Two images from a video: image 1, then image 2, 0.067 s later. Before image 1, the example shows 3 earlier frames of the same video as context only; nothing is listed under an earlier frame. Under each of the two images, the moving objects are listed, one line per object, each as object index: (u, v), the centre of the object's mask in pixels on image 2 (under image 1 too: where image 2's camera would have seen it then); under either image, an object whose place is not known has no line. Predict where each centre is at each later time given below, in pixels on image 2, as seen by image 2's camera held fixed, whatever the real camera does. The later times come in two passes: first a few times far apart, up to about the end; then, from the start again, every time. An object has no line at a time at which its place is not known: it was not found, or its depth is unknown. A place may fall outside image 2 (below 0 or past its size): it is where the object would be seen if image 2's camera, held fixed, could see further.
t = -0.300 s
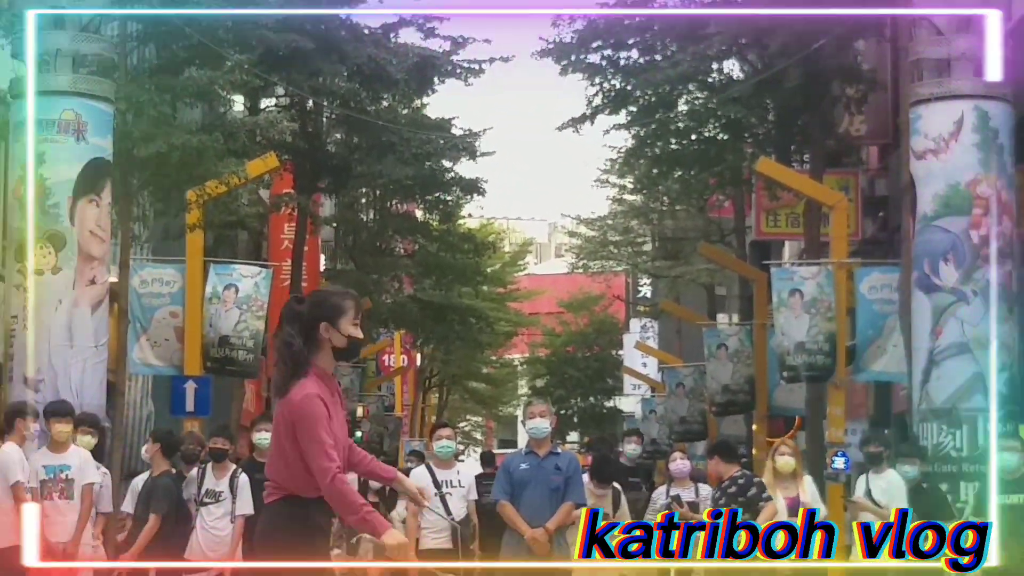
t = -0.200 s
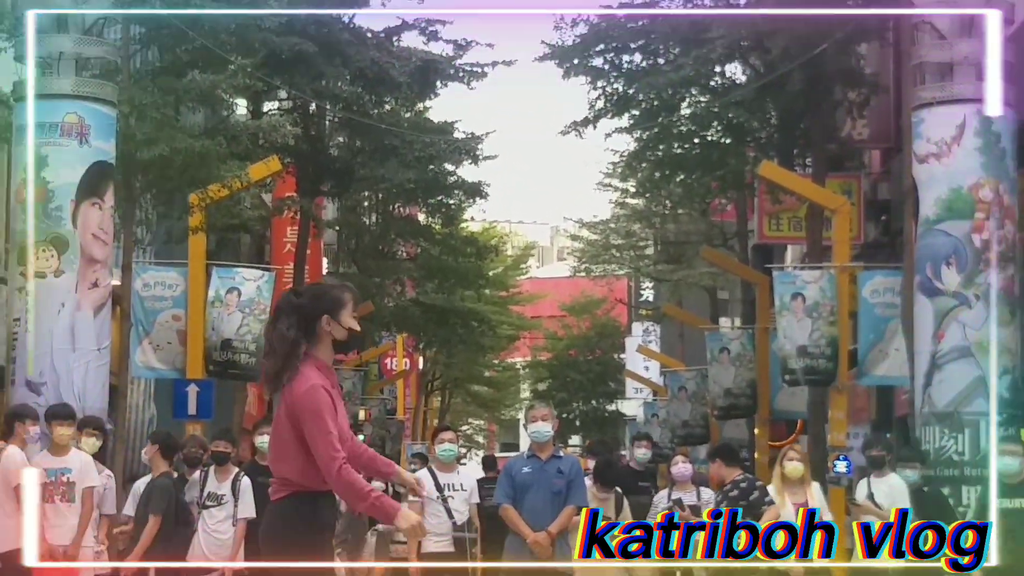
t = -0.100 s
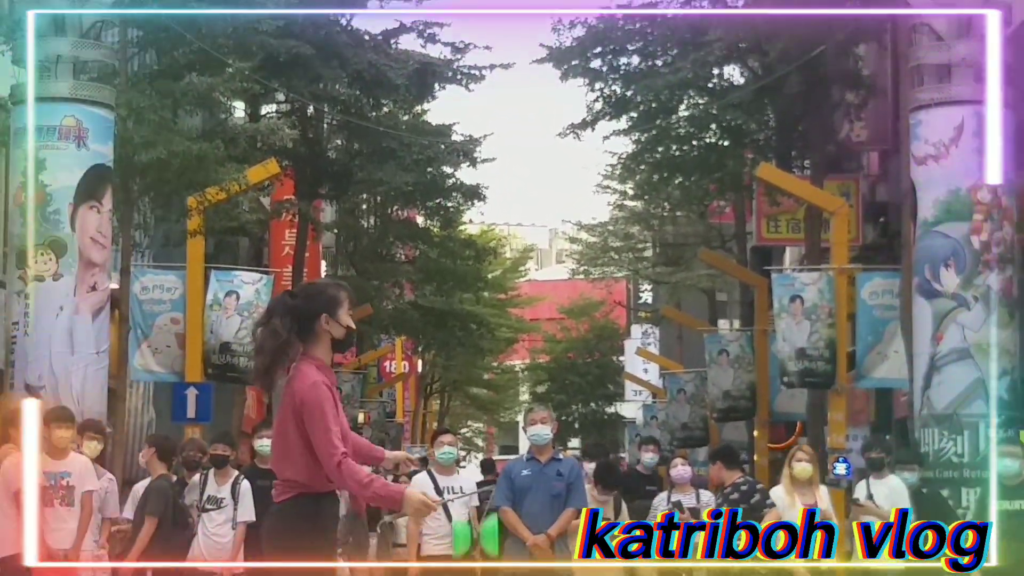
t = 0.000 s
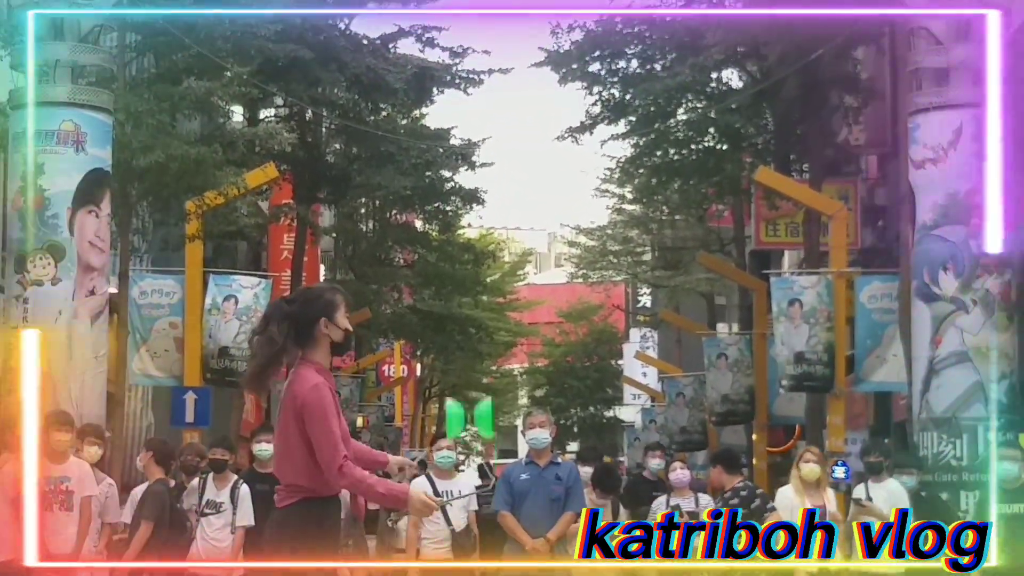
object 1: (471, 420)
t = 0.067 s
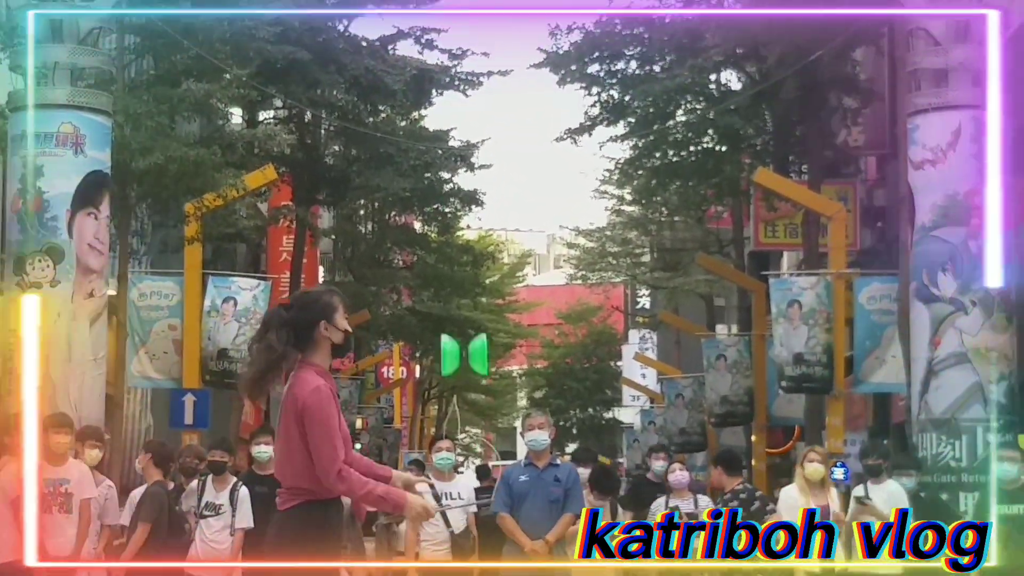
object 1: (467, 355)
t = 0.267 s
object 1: (449, 236)
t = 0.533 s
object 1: (435, 253)
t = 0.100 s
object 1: (459, 328)
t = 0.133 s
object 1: (460, 302)
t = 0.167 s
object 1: (461, 281)
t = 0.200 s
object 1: (453, 261)
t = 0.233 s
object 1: (451, 248)
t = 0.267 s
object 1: (449, 236)
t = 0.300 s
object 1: (446, 226)
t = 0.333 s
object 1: (444, 220)
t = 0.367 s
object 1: (448, 217)
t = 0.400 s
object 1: (439, 218)
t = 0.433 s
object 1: (437, 222)
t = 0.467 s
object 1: (434, 229)
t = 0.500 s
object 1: (433, 239)
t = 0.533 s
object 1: (435, 253)
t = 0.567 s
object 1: (426, 270)
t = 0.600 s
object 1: (424, 291)
